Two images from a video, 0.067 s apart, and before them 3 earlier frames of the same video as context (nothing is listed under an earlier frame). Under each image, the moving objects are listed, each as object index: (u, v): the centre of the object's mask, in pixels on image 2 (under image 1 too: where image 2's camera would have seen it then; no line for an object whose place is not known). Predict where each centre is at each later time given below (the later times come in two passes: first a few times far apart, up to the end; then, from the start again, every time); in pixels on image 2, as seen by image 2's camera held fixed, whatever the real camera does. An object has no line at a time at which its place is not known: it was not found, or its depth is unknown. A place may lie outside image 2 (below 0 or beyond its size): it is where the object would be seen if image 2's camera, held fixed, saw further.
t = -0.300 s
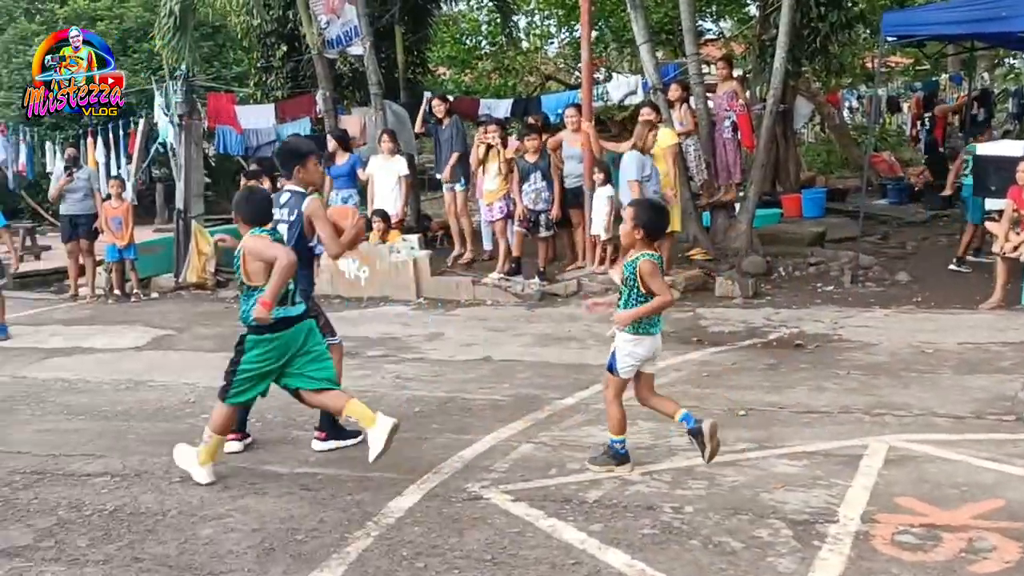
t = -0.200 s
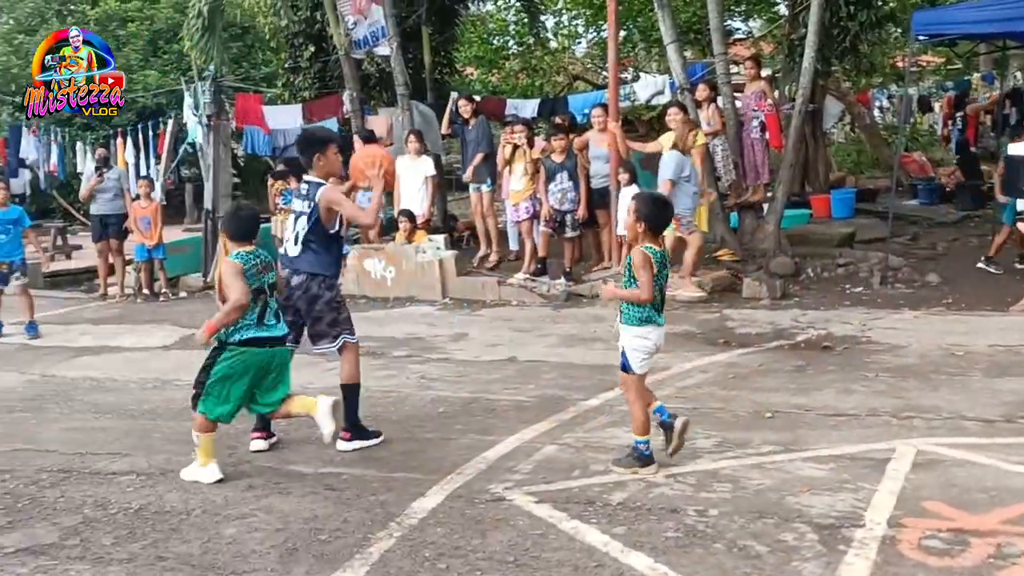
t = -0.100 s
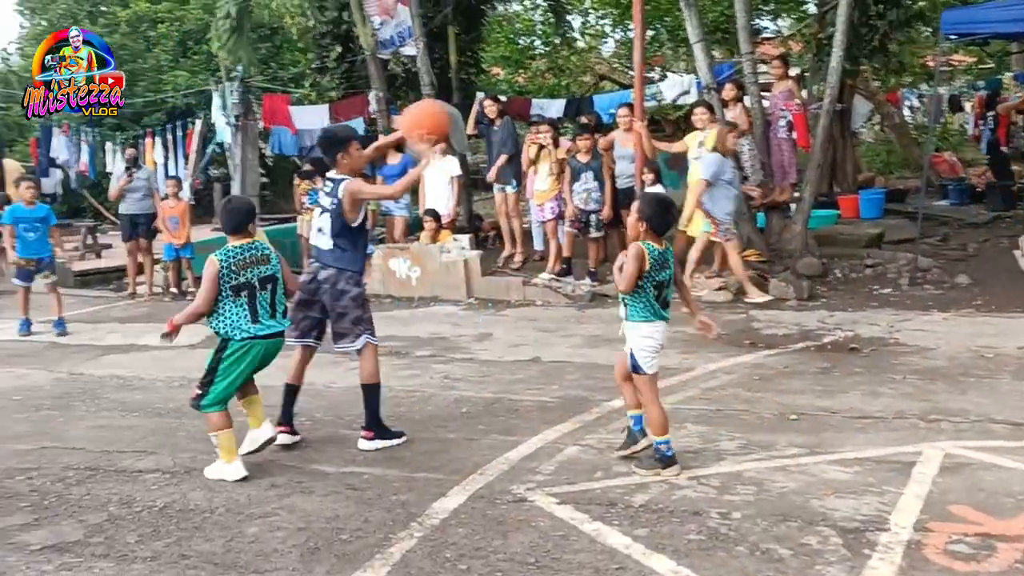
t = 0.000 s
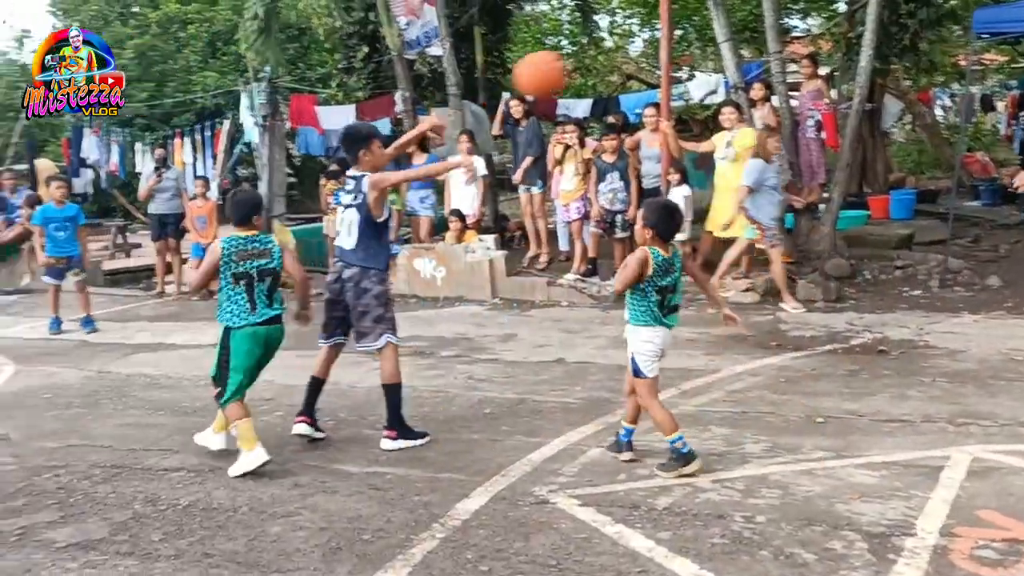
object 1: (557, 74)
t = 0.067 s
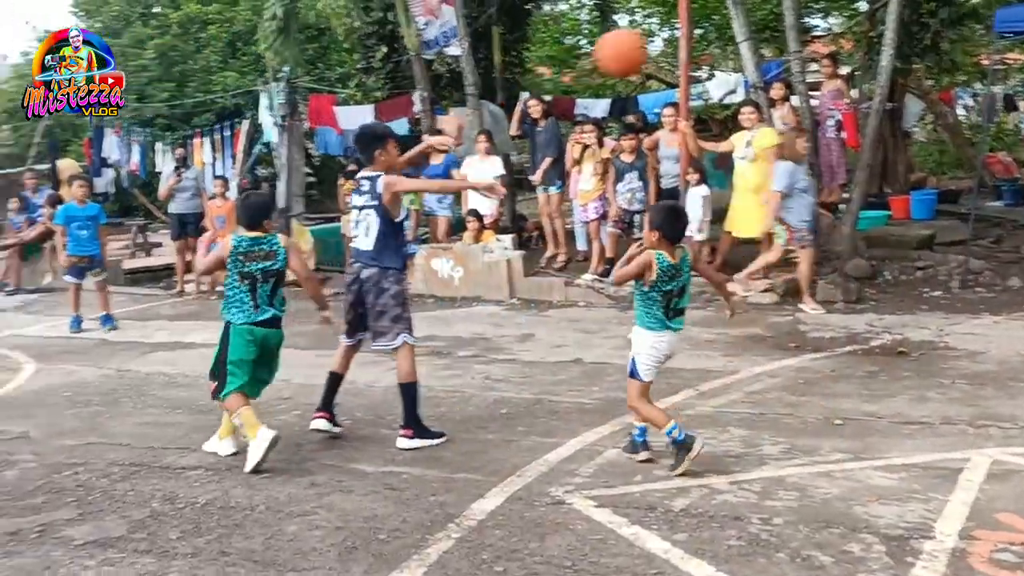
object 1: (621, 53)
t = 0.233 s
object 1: (781, 37)
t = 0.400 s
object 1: (941, 82)
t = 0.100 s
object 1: (652, 45)
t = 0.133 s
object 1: (686, 39)
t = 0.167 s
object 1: (716, 37)
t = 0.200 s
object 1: (750, 35)
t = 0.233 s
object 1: (781, 37)
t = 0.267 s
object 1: (813, 41)
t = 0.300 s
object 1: (846, 49)
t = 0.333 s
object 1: (878, 57)
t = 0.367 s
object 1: (910, 68)
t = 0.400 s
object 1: (941, 82)
